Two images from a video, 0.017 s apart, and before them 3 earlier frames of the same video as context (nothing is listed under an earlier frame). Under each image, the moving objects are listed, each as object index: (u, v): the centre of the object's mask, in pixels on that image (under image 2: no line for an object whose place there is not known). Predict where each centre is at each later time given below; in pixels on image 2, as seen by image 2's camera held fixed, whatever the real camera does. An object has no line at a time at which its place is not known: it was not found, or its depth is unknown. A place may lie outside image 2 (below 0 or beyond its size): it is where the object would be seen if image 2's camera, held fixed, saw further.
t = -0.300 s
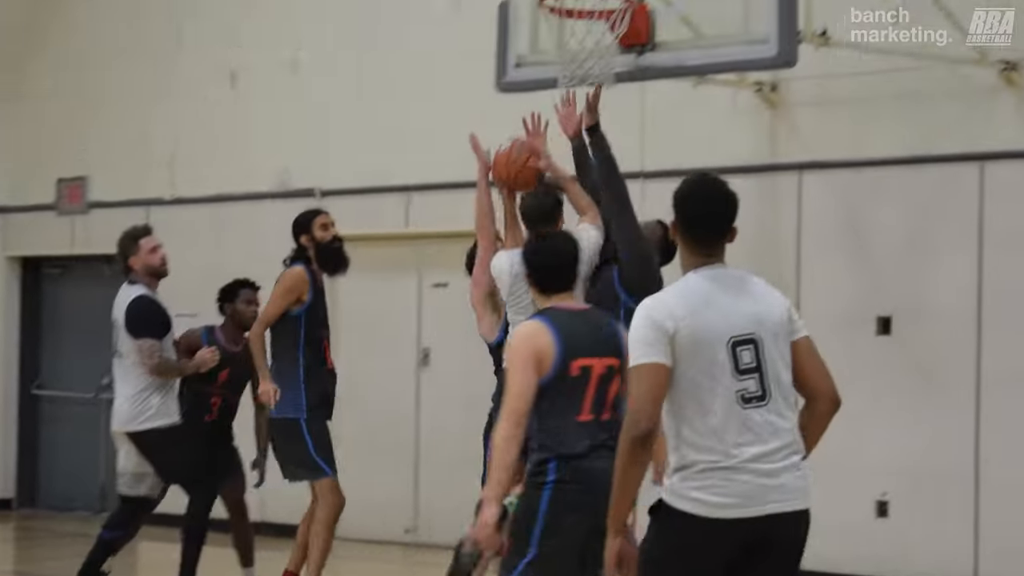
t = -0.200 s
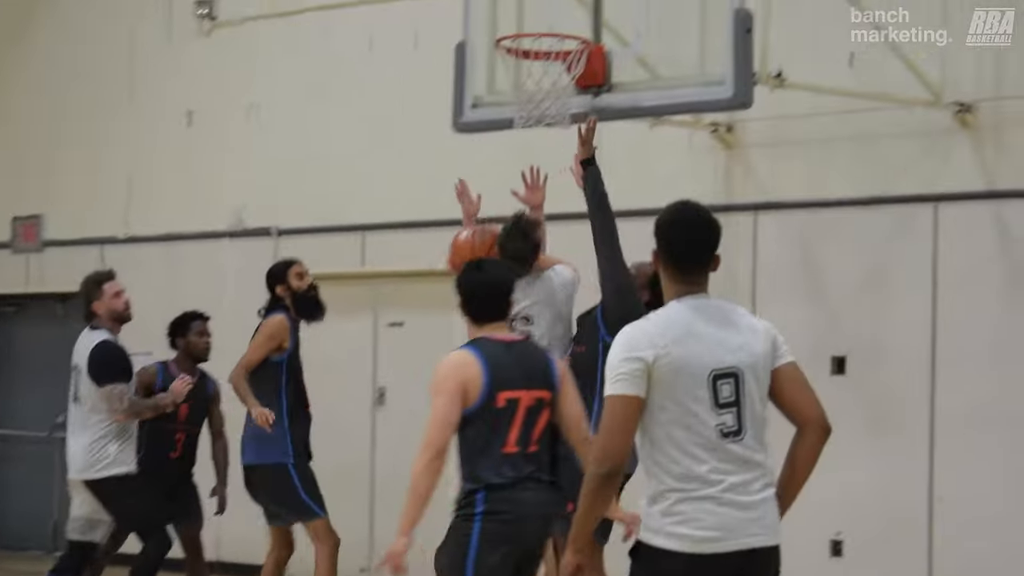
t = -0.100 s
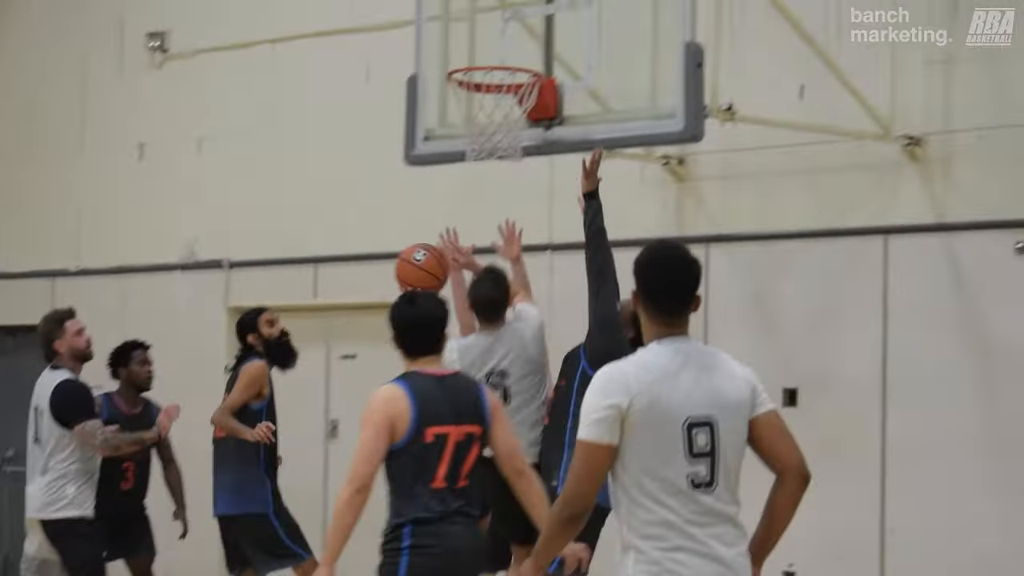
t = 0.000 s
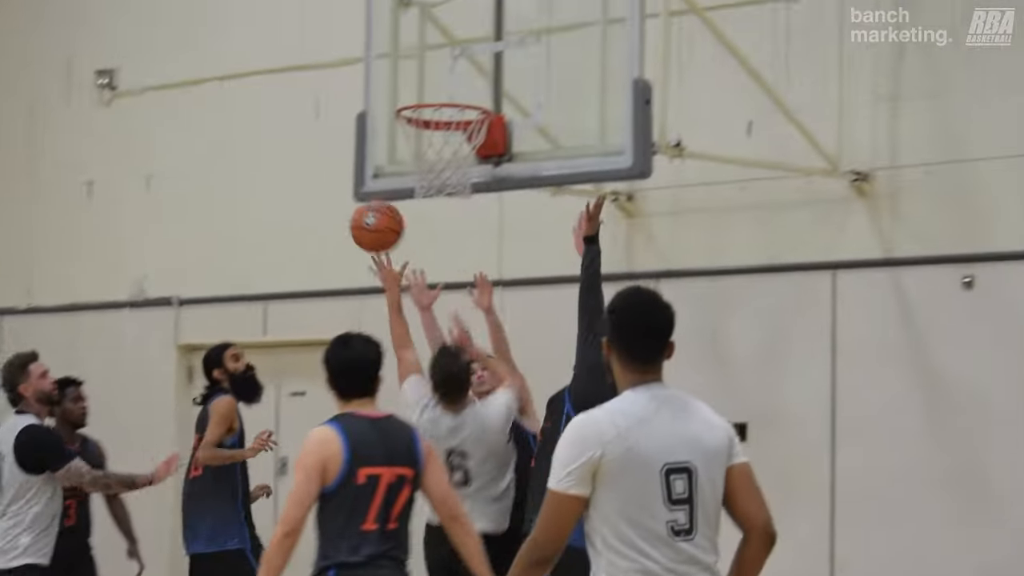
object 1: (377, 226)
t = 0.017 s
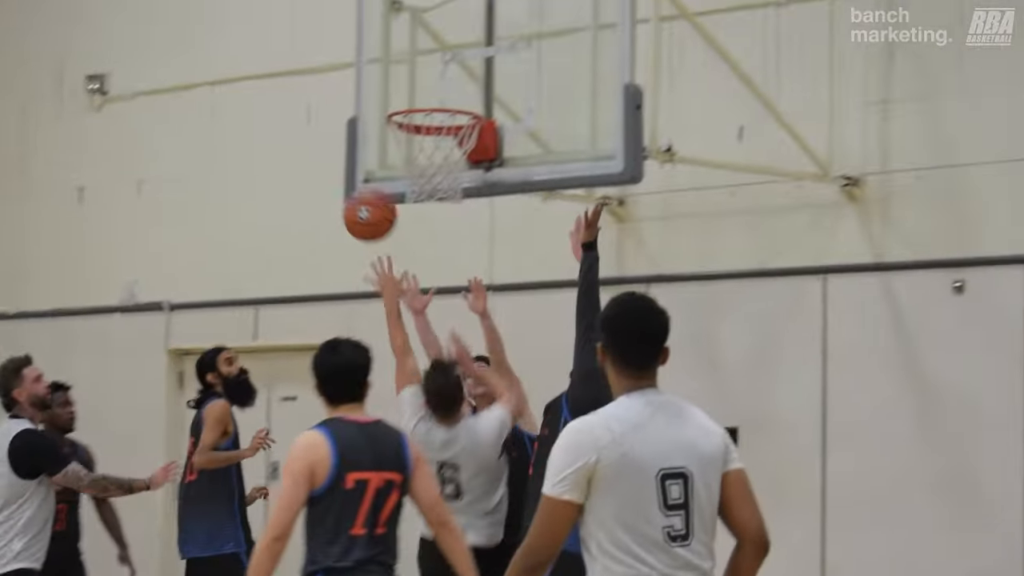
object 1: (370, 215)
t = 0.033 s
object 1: (372, 199)
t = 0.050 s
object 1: (373, 185)
